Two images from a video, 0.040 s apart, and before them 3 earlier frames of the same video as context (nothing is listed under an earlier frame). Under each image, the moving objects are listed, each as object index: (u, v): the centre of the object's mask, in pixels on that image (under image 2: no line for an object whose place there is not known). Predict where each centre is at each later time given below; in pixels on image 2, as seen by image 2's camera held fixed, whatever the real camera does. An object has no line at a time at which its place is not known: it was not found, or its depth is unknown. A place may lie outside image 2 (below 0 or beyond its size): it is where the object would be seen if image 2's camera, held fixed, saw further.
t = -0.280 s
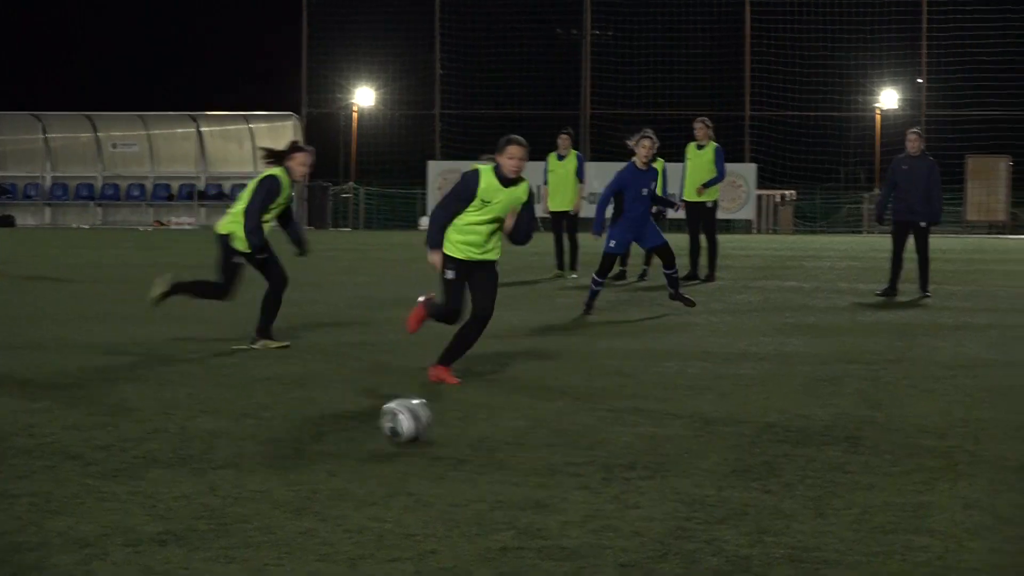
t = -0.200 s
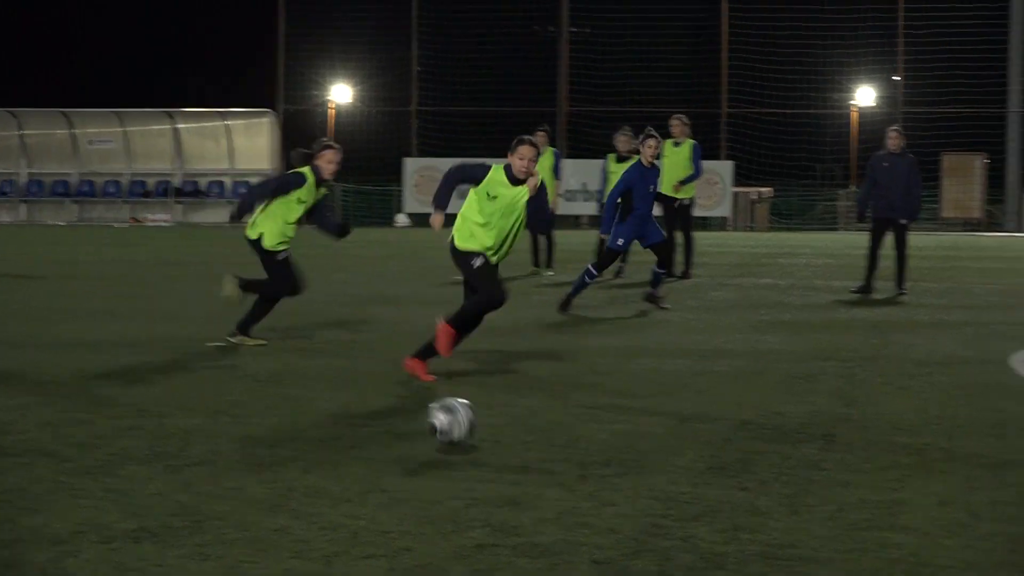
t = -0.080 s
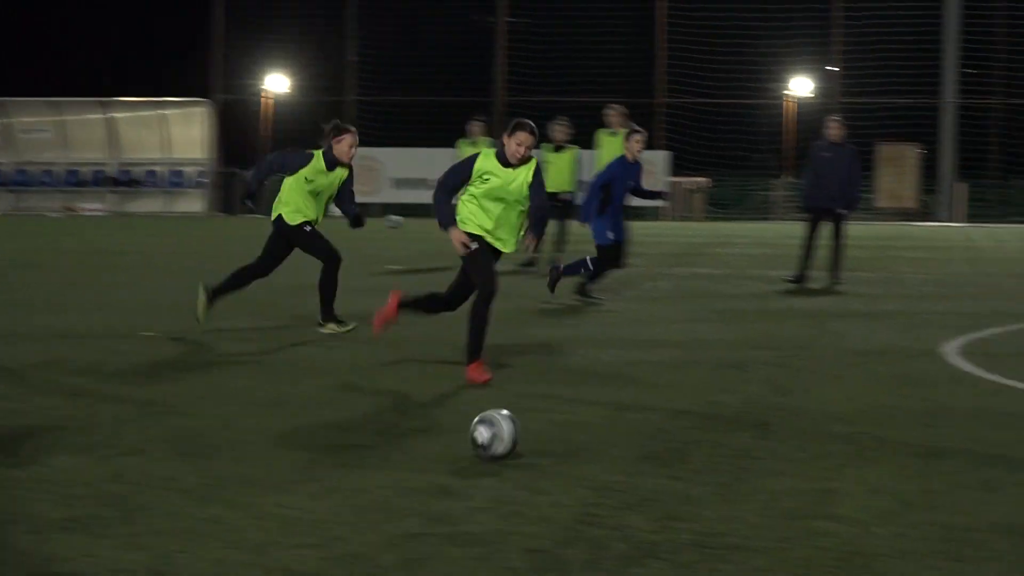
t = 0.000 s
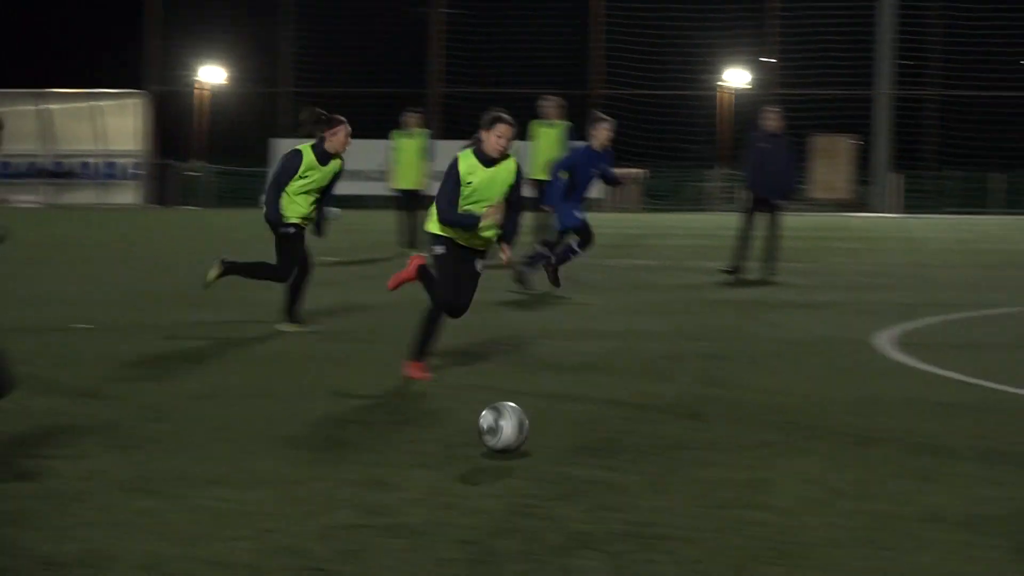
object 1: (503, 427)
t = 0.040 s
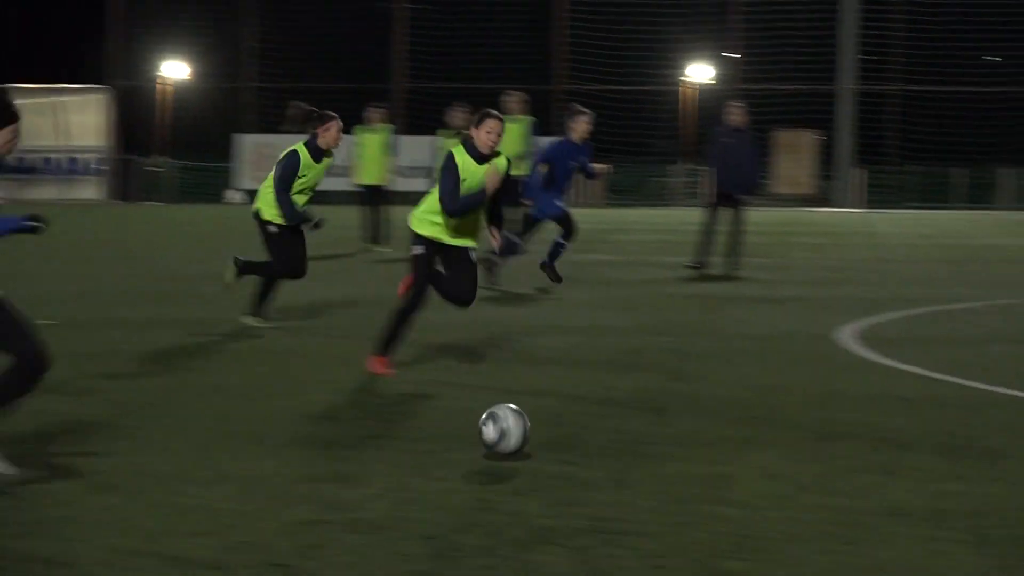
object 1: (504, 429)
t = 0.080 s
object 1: (541, 442)
